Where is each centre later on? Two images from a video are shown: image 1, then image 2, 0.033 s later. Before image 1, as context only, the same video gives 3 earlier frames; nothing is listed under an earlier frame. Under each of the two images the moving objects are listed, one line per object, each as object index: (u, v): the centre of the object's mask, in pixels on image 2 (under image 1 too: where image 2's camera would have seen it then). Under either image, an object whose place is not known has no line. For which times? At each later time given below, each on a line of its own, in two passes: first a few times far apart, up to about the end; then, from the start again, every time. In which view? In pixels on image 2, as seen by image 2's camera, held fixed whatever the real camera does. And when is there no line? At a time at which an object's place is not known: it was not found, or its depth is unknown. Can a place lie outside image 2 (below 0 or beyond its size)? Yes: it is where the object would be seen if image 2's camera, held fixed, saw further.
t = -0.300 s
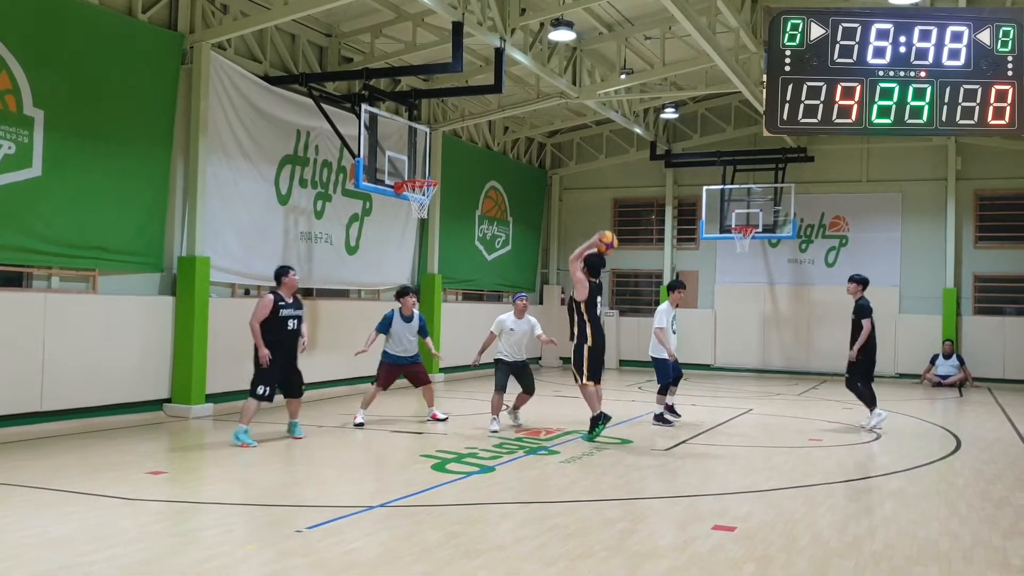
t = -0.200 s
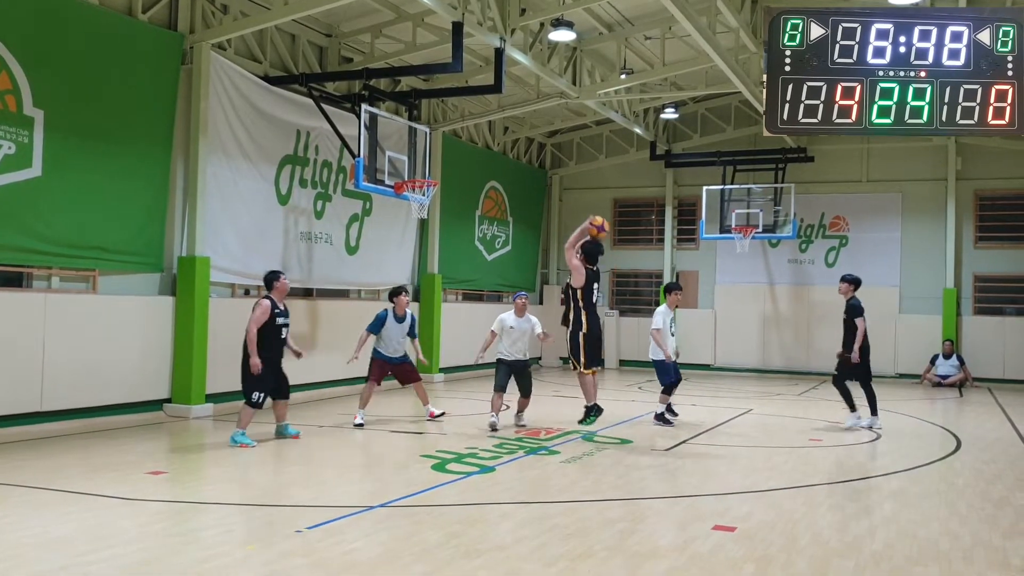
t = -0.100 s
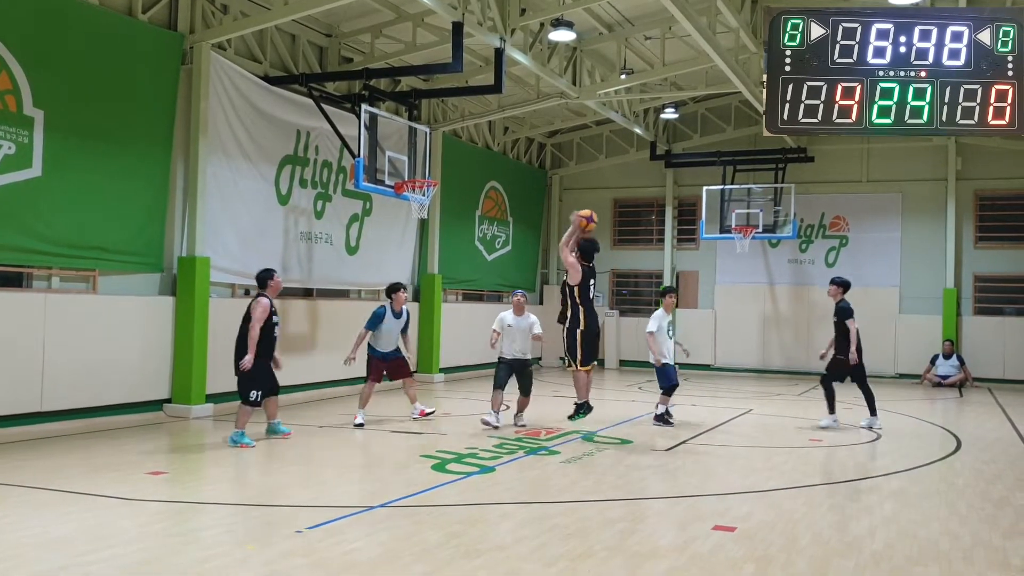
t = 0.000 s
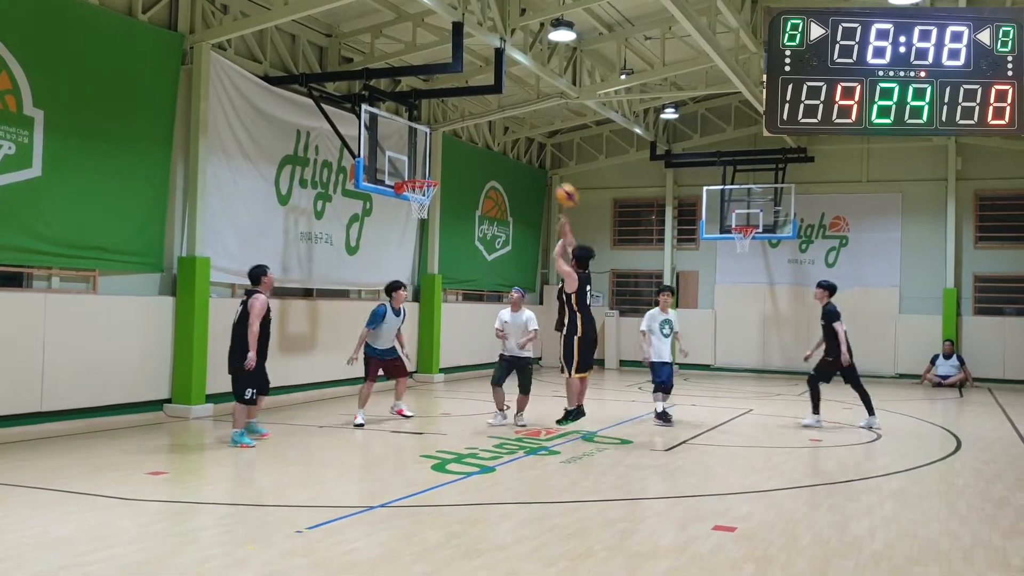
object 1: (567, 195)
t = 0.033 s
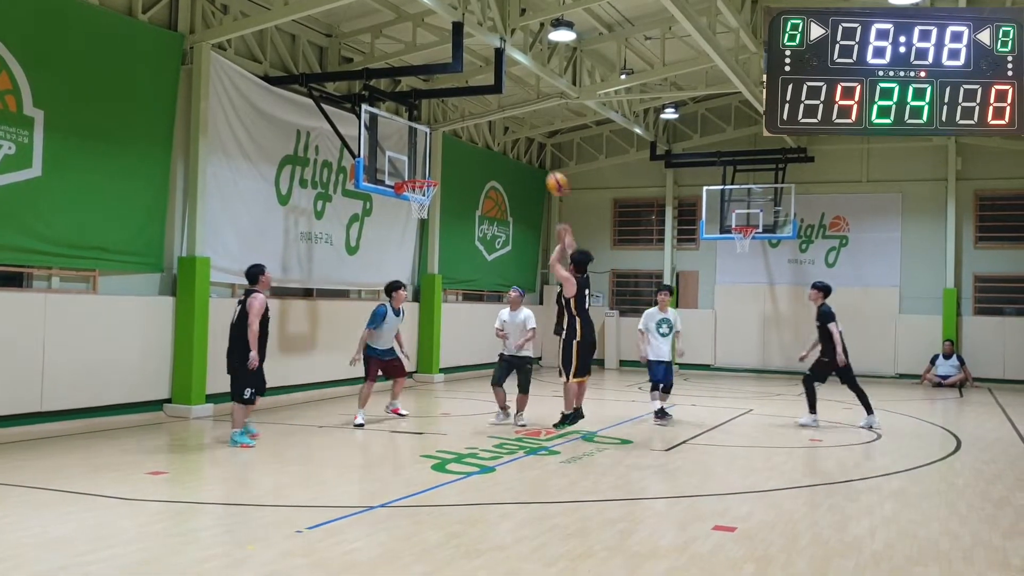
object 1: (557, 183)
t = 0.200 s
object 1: (511, 145)
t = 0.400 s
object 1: (463, 132)
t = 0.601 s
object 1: (418, 150)
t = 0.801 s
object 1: (402, 160)
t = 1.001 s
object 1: (407, 125)
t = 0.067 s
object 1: (548, 173)
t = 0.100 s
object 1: (539, 165)
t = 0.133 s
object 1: (530, 157)
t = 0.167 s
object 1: (520, 151)
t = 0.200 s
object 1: (511, 145)
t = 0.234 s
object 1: (503, 140)
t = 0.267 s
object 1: (495, 138)
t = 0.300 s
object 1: (489, 133)
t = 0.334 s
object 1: (479, 133)
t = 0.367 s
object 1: (471, 132)
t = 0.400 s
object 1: (463, 132)
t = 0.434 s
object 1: (455, 133)
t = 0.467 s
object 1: (447, 135)
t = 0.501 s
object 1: (440, 136)
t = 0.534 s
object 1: (432, 140)
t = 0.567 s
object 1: (425, 145)
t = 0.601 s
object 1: (418, 150)
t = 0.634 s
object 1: (410, 155)
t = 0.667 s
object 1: (403, 161)
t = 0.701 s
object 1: (397, 169)
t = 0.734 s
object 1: (401, 174)
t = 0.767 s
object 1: (401, 167)
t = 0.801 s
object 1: (402, 160)
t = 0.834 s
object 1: (403, 150)
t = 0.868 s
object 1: (404, 144)
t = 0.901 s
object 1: (404, 137)
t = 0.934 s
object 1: (406, 133)
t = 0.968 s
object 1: (407, 129)
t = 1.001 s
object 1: (407, 125)
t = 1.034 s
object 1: (408, 121)
